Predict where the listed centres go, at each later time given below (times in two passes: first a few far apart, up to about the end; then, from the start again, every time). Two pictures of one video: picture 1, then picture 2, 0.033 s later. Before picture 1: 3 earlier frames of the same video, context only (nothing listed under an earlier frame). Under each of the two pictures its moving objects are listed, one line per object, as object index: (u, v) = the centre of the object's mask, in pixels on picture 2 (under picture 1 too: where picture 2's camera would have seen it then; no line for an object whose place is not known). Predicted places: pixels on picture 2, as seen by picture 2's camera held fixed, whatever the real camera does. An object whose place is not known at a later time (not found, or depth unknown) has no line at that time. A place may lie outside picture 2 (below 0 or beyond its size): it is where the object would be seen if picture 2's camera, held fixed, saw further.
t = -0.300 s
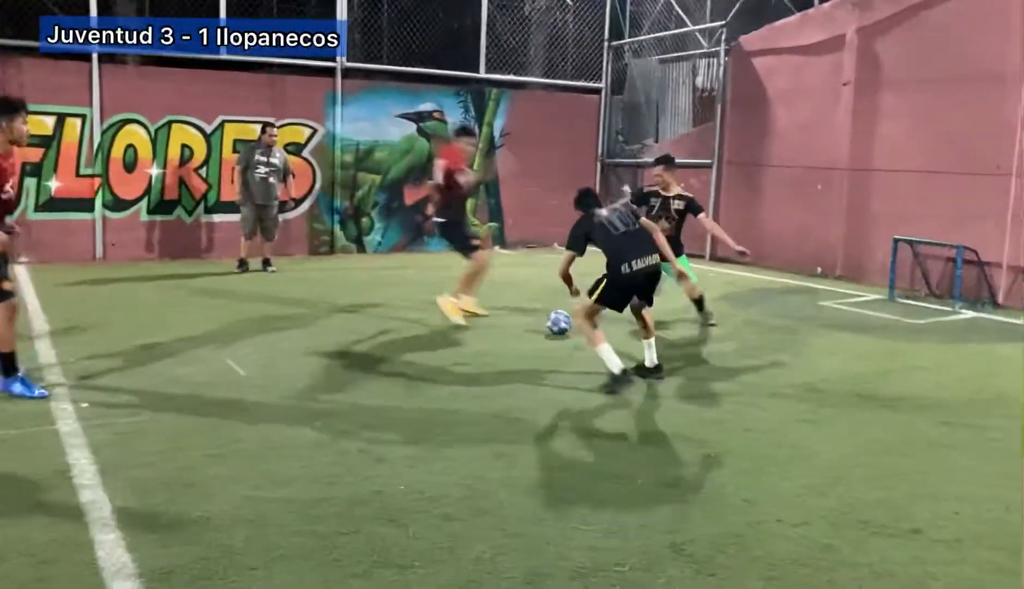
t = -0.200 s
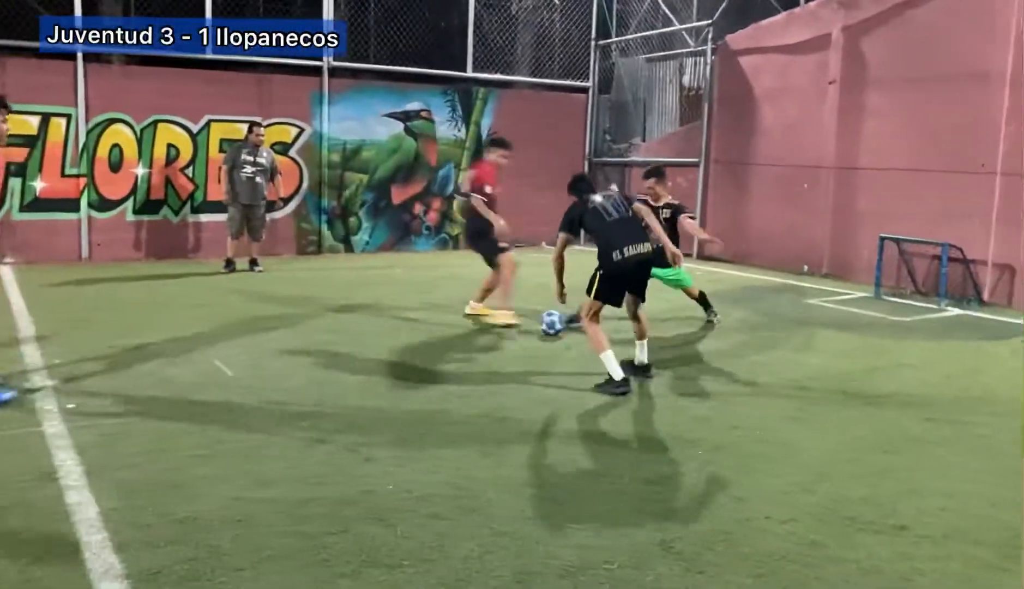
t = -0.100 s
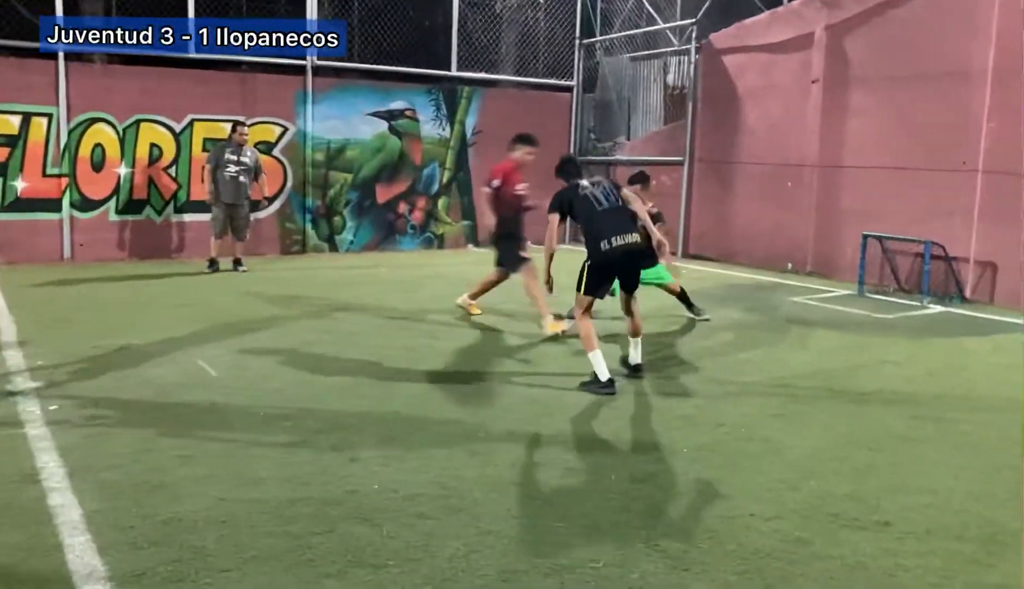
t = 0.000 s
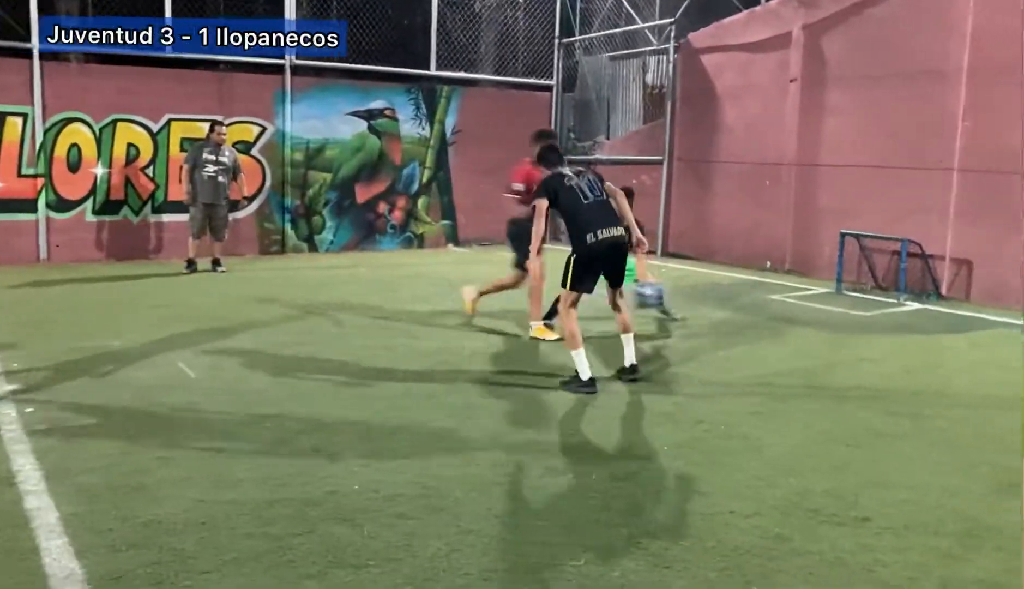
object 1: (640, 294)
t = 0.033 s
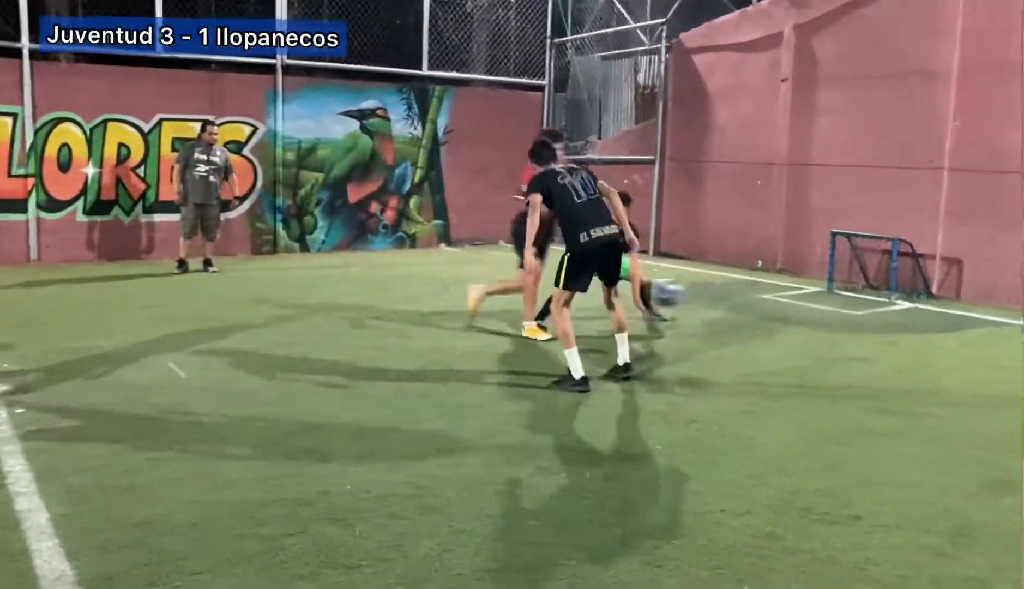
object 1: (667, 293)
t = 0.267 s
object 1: (902, 330)
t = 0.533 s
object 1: (1197, 402)
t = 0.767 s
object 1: (1469, 473)
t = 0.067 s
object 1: (698, 292)
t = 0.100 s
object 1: (728, 294)
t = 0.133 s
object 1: (760, 297)
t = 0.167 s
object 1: (793, 302)
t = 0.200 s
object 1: (828, 309)
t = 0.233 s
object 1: (865, 320)
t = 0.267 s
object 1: (902, 330)
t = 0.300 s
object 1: (941, 344)
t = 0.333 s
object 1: (983, 361)
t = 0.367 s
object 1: (1026, 381)
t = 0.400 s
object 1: (1070, 402)
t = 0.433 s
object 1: (1103, 401)
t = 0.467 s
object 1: (1133, 400)
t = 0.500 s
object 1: (1164, 400)
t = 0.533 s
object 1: (1197, 402)
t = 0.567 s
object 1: (1232, 406)
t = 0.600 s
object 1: (1269, 411)
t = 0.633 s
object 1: (1307, 422)
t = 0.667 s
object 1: (1343, 434)
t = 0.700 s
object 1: (1385, 450)
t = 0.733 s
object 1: (1428, 468)
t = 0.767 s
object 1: (1469, 473)
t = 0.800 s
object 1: (1514, 478)
